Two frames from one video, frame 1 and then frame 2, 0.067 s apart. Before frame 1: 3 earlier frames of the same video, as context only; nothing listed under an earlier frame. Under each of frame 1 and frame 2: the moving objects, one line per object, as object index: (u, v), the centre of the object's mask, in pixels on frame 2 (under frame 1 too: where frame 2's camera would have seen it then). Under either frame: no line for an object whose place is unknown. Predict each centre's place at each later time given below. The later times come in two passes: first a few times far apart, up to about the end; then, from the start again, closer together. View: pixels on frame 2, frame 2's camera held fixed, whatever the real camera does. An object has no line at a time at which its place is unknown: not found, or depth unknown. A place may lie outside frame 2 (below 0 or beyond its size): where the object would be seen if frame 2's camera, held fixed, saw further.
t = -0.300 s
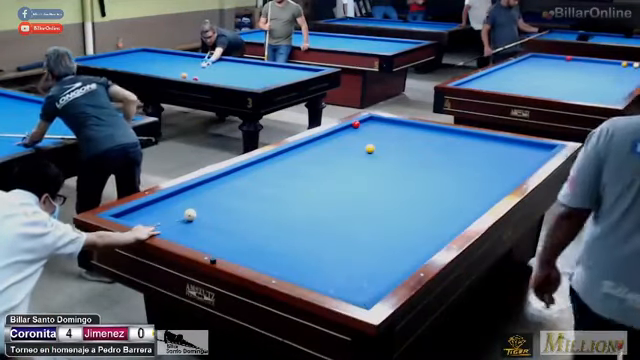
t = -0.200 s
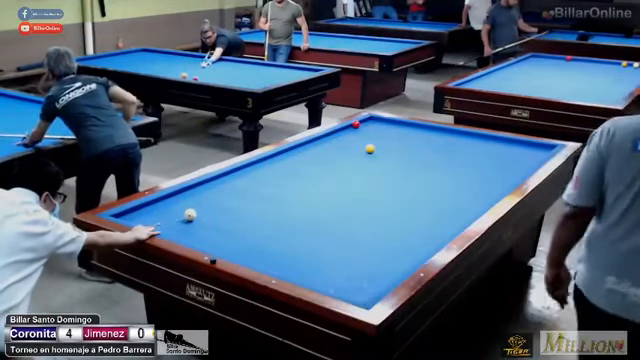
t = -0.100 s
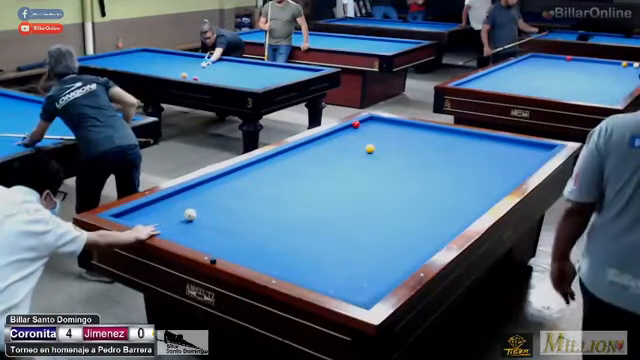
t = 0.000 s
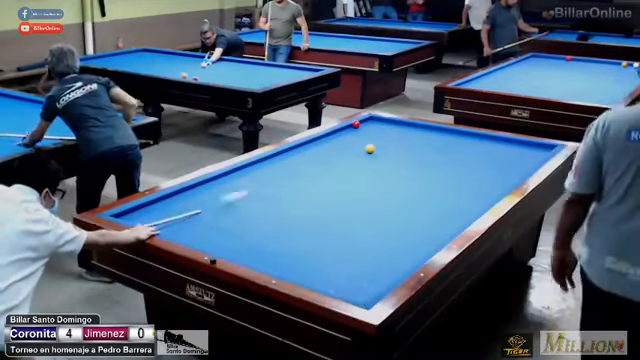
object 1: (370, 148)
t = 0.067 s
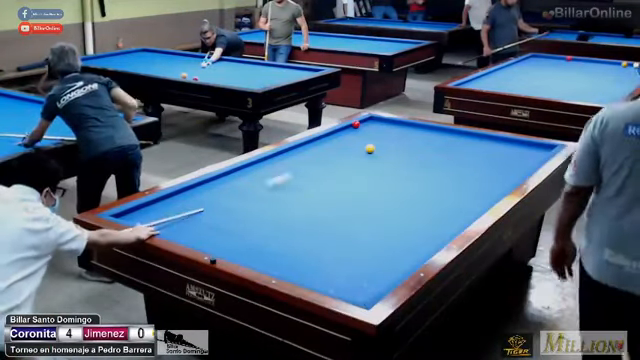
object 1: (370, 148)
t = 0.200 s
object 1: (370, 148)
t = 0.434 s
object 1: (485, 136)
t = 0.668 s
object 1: (510, 164)
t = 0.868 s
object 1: (474, 181)
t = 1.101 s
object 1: (406, 196)
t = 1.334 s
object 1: (337, 210)
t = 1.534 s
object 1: (271, 225)
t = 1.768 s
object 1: (193, 238)
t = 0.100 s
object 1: (370, 148)
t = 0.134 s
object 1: (370, 148)
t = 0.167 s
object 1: (370, 148)
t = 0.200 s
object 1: (370, 148)
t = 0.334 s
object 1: (431, 141)
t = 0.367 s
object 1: (449, 140)
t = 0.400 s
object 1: (466, 138)
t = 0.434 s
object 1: (485, 136)
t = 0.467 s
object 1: (492, 138)
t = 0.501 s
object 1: (495, 142)
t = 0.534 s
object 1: (498, 147)
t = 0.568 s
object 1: (501, 151)
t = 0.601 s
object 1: (504, 155)
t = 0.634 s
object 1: (507, 159)
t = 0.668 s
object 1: (510, 164)
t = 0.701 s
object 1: (514, 169)
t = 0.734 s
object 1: (514, 174)
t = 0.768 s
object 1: (504, 176)
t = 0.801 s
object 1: (494, 178)
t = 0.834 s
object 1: (484, 180)
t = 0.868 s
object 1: (474, 181)
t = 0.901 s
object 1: (464, 183)
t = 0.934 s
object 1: (454, 185)
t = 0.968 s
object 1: (444, 187)
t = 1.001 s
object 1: (435, 189)
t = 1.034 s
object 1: (425, 191)
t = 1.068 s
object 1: (416, 193)
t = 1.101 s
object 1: (406, 196)
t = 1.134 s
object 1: (398, 197)
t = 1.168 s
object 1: (388, 200)
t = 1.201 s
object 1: (377, 202)
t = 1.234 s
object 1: (368, 204)
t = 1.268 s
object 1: (357, 206)
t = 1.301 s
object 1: (348, 208)
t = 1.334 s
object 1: (337, 210)
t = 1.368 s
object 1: (327, 213)
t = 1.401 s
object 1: (316, 215)
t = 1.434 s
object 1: (305, 217)
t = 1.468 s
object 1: (295, 220)
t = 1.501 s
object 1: (282, 222)
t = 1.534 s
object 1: (271, 225)
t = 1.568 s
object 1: (259, 228)
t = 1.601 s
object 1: (247, 230)
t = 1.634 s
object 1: (235, 232)
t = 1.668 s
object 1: (223, 236)
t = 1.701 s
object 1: (211, 239)
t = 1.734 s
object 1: (200, 239)
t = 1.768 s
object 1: (193, 238)
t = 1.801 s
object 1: (193, 234)
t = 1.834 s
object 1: (194, 229)
